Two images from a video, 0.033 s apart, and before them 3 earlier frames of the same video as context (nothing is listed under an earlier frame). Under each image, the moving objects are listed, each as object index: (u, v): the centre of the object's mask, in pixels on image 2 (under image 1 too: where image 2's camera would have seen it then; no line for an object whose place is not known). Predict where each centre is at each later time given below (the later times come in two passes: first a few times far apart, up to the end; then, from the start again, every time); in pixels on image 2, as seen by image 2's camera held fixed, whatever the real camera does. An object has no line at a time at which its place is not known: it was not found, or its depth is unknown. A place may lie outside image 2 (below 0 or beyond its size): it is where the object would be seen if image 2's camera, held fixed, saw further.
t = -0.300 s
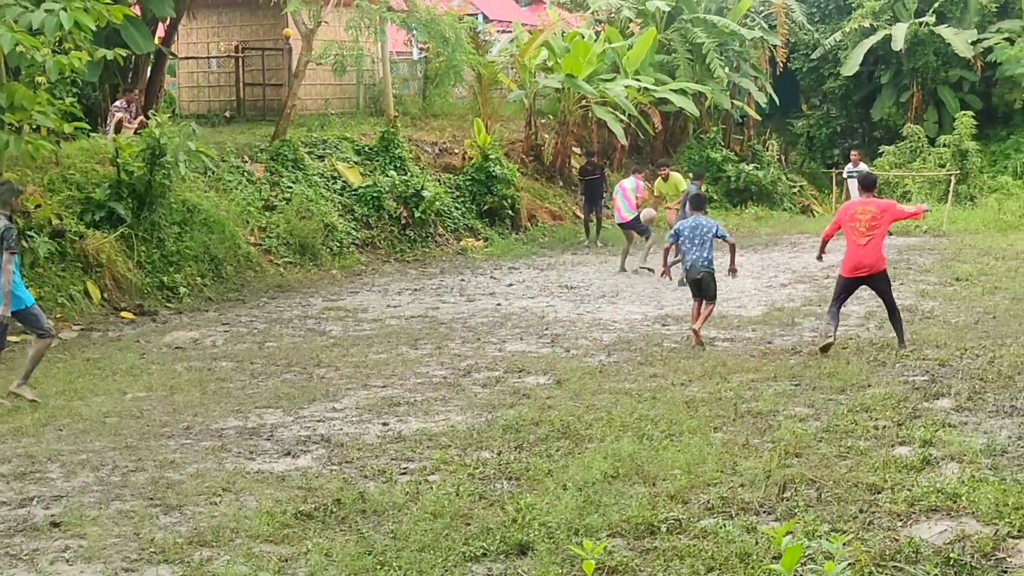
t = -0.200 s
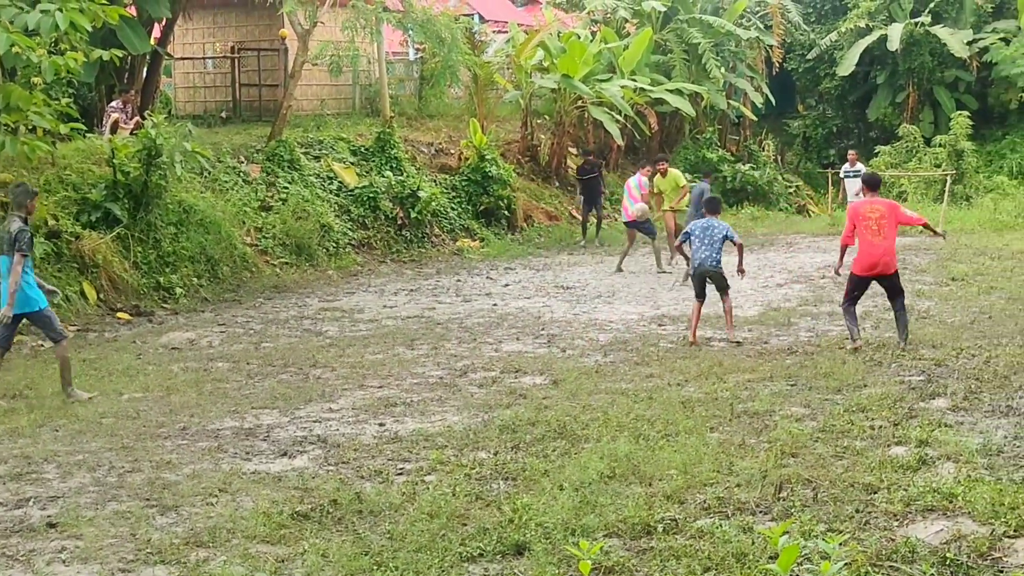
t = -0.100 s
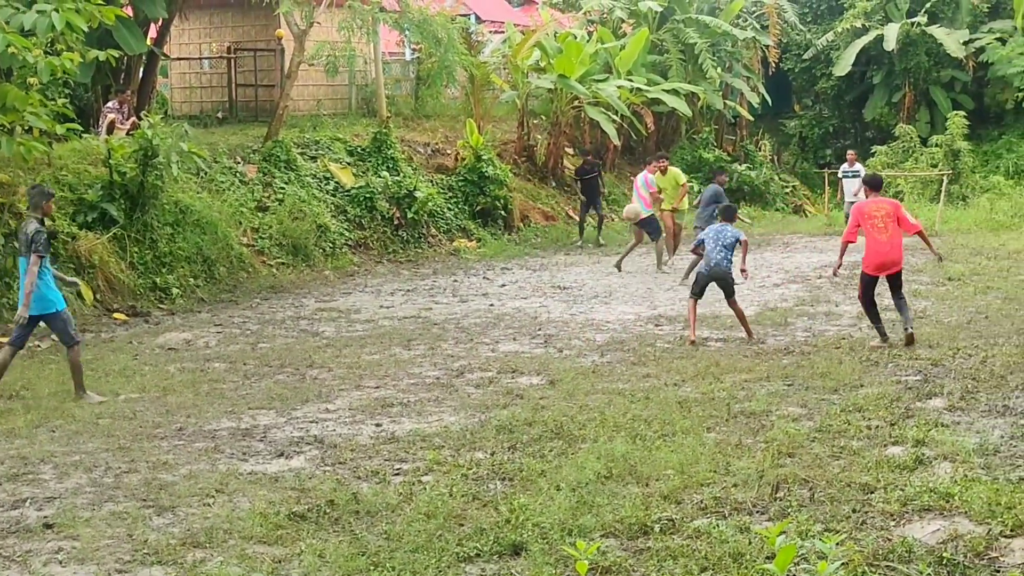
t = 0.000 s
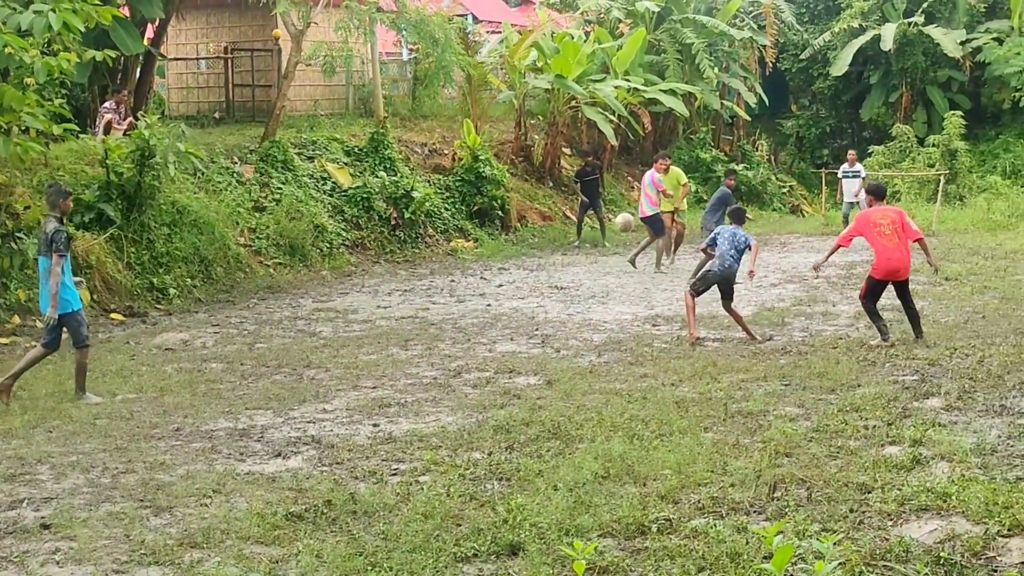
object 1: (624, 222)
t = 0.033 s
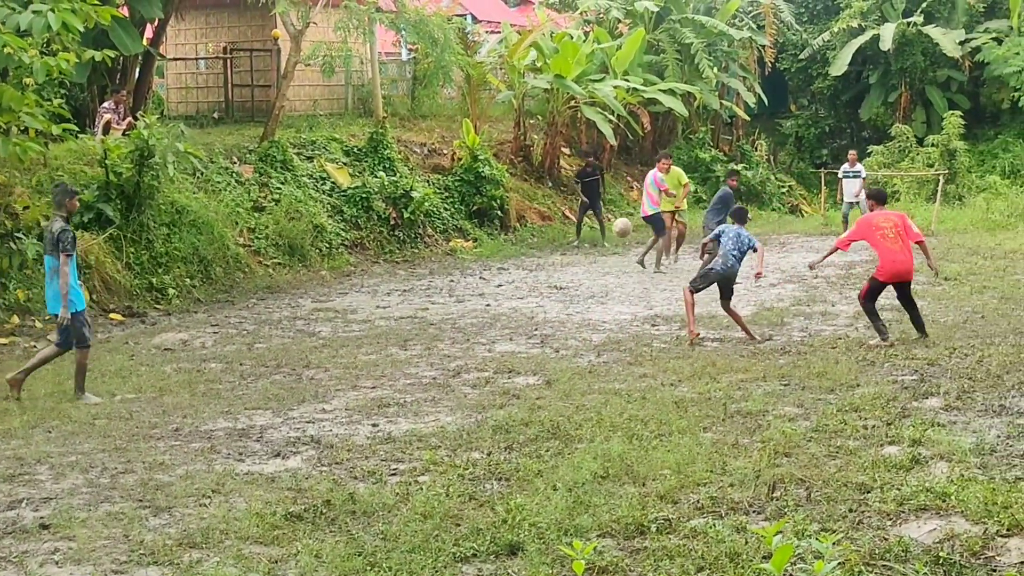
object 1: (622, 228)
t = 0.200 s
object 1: (614, 272)
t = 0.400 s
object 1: (602, 336)
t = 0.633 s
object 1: (584, 351)
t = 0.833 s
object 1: (565, 402)
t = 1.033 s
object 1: (554, 433)
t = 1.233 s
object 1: (548, 464)
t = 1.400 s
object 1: (542, 480)
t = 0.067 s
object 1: (620, 234)
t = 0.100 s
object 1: (619, 242)
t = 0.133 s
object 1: (617, 250)
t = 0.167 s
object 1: (615, 260)
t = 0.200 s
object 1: (614, 272)
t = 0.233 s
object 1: (612, 285)
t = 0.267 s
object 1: (610, 299)
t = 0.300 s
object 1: (609, 315)
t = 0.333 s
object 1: (607, 333)
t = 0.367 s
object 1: (605, 340)
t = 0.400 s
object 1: (602, 336)
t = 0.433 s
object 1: (600, 335)
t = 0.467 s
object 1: (597, 334)
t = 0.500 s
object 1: (594, 334)
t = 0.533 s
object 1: (592, 336)
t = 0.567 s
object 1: (588, 340)
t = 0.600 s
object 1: (586, 345)
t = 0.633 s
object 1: (584, 351)
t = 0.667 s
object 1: (580, 360)
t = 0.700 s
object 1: (576, 370)
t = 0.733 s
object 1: (573, 382)
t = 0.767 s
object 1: (570, 394)
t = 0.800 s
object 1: (567, 399)
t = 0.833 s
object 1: (565, 402)
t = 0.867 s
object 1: (563, 405)
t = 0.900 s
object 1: (561, 409)
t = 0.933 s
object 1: (559, 415)
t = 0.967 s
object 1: (558, 422)
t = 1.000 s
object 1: (556, 430)
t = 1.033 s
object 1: (554, 433)
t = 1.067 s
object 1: (554, 434)
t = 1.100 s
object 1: (553, 436)
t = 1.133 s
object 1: (551, 442)
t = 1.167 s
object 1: (550, 449)
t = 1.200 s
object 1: (548, 457)
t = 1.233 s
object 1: (548, 464)
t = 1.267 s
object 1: (547, 465)
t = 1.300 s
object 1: (546, 468)
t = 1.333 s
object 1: (545, 471)
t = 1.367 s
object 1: (543, 475)
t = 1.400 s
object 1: (542, 480)
